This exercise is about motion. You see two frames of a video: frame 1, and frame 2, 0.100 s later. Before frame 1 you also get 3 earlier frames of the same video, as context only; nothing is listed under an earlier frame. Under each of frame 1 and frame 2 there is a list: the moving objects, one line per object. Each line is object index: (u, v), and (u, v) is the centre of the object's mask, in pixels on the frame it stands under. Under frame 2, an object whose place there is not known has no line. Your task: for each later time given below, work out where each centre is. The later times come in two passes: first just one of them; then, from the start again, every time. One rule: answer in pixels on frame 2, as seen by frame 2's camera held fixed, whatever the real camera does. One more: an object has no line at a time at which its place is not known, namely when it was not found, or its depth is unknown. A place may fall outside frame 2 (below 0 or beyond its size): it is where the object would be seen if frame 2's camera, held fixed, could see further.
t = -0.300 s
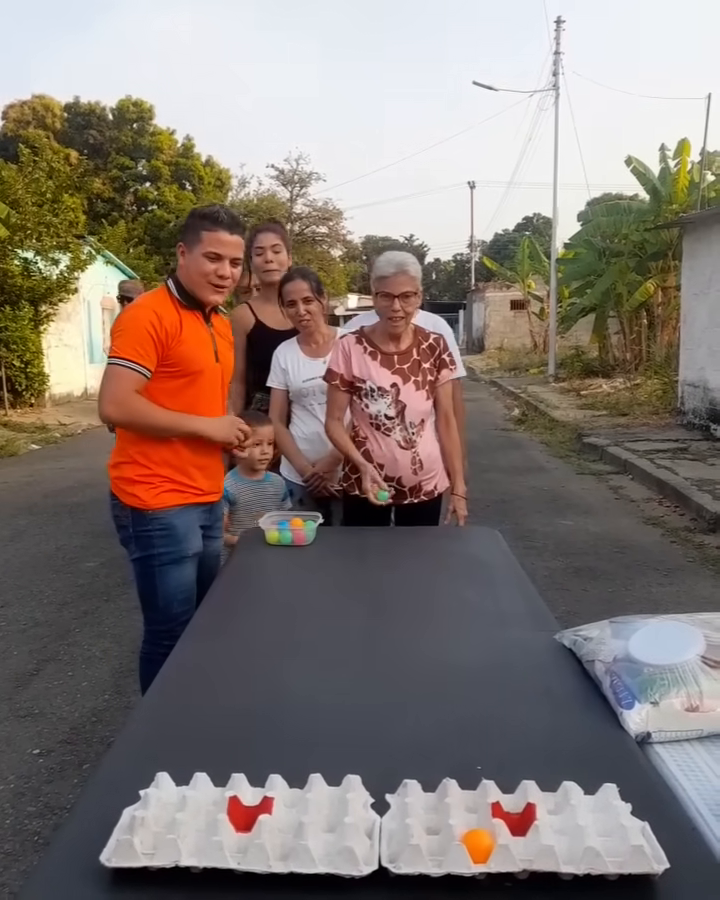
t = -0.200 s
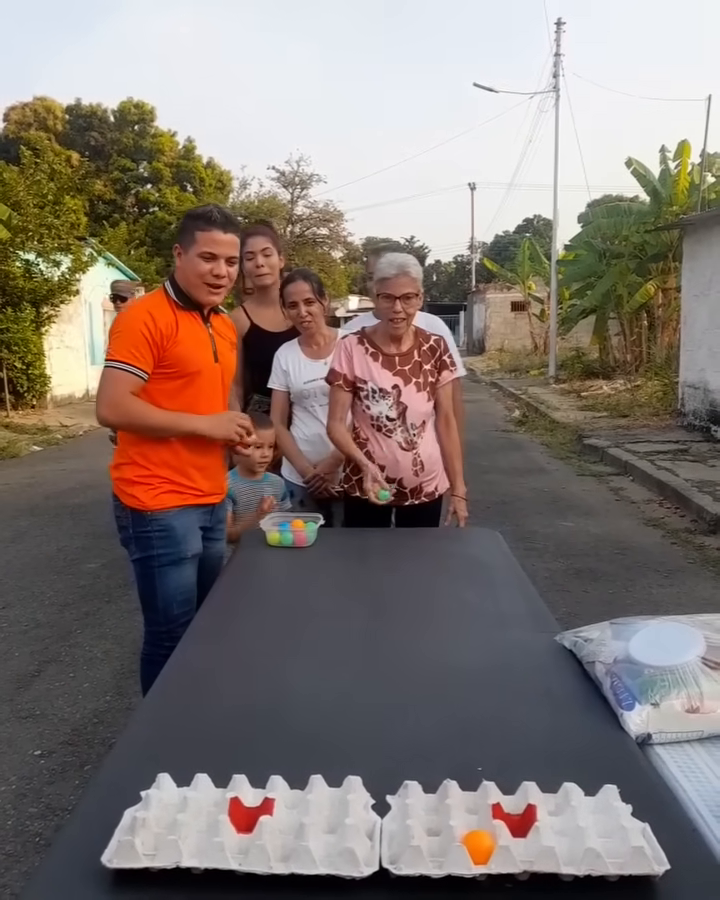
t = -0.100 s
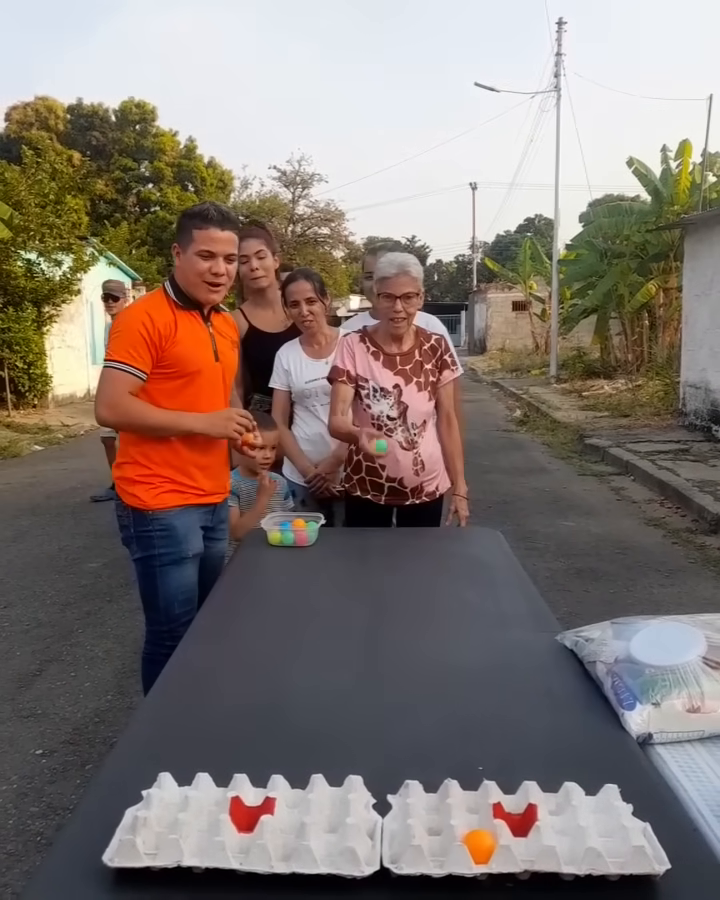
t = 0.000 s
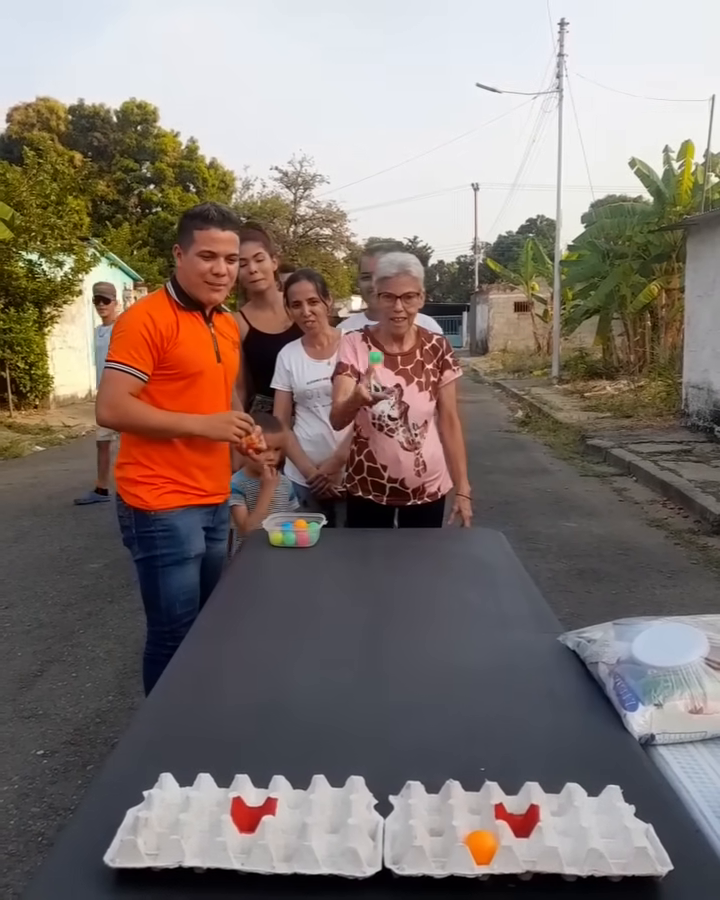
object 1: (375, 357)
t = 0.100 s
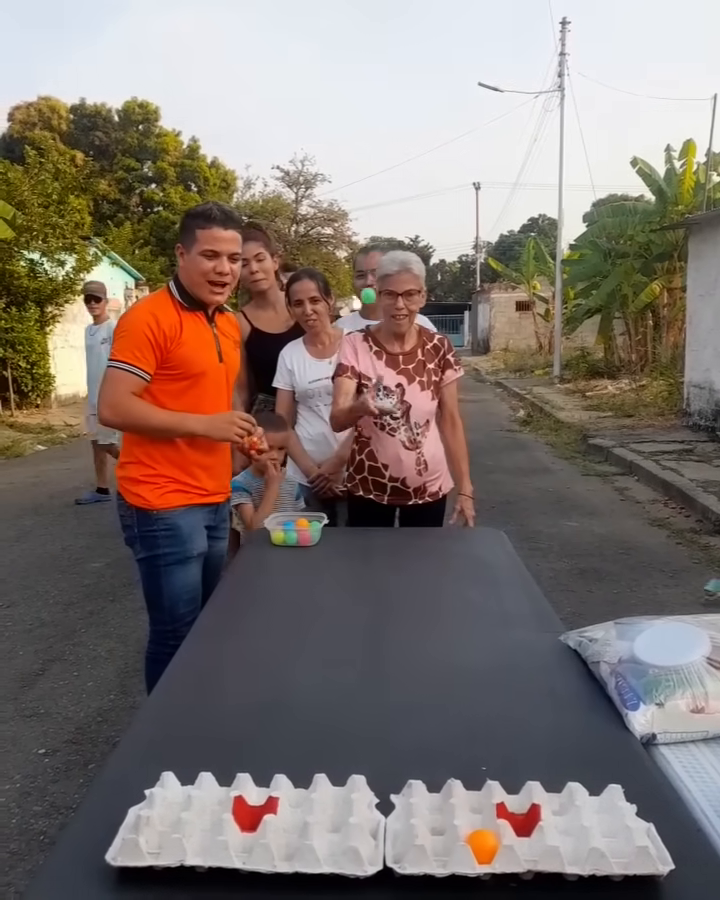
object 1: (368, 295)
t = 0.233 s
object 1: (356, 275)
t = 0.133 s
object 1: (364, 283)
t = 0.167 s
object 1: (362, 277)
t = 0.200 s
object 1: (359, 274)
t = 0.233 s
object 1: (356, 275)
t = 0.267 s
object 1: (353, 281)
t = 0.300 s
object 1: (351, 293)
